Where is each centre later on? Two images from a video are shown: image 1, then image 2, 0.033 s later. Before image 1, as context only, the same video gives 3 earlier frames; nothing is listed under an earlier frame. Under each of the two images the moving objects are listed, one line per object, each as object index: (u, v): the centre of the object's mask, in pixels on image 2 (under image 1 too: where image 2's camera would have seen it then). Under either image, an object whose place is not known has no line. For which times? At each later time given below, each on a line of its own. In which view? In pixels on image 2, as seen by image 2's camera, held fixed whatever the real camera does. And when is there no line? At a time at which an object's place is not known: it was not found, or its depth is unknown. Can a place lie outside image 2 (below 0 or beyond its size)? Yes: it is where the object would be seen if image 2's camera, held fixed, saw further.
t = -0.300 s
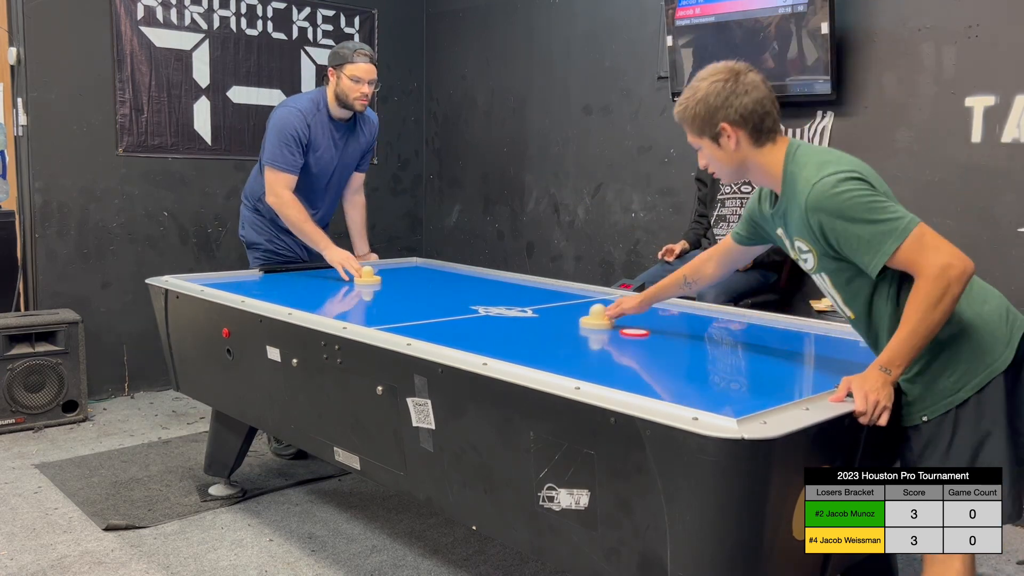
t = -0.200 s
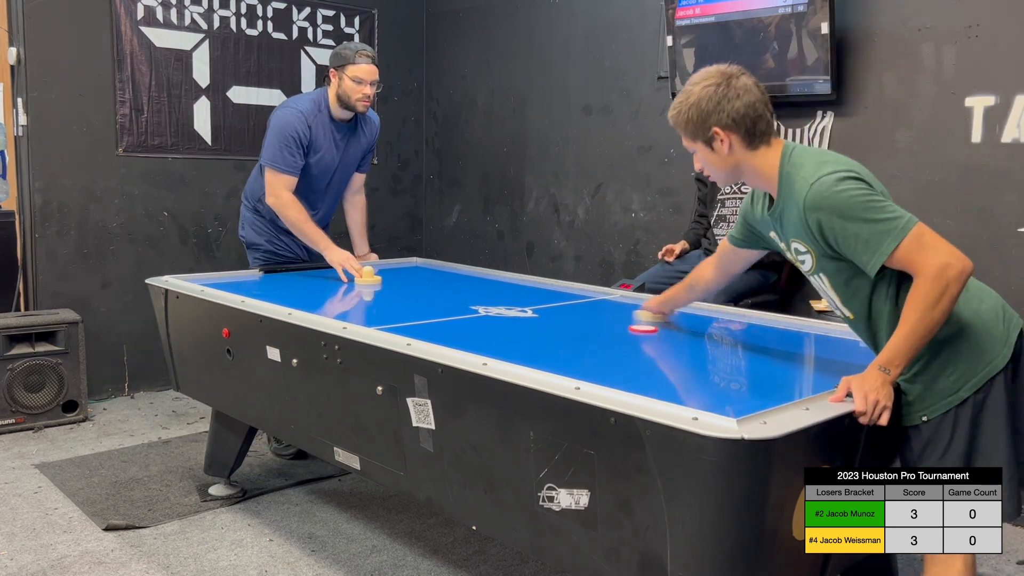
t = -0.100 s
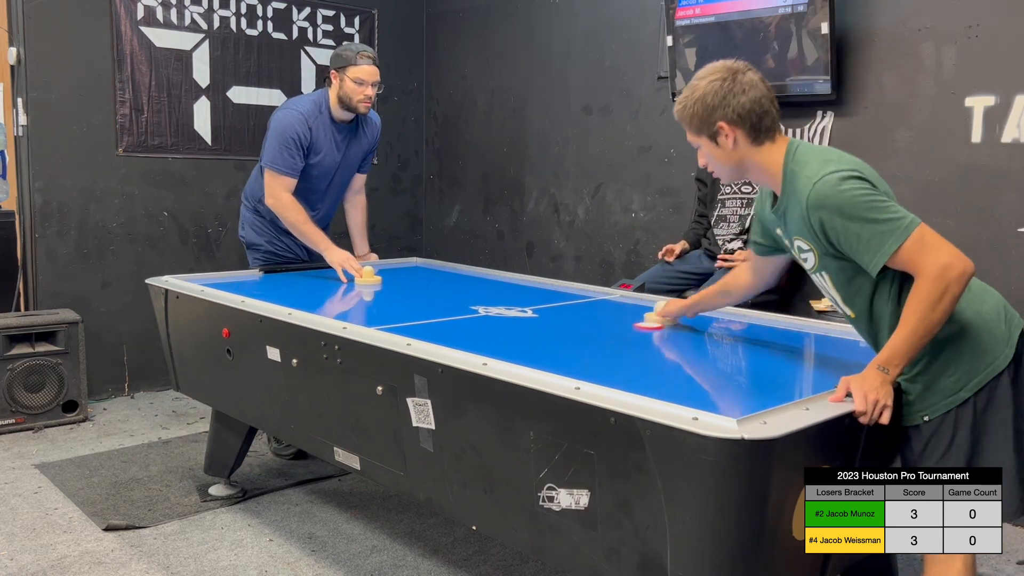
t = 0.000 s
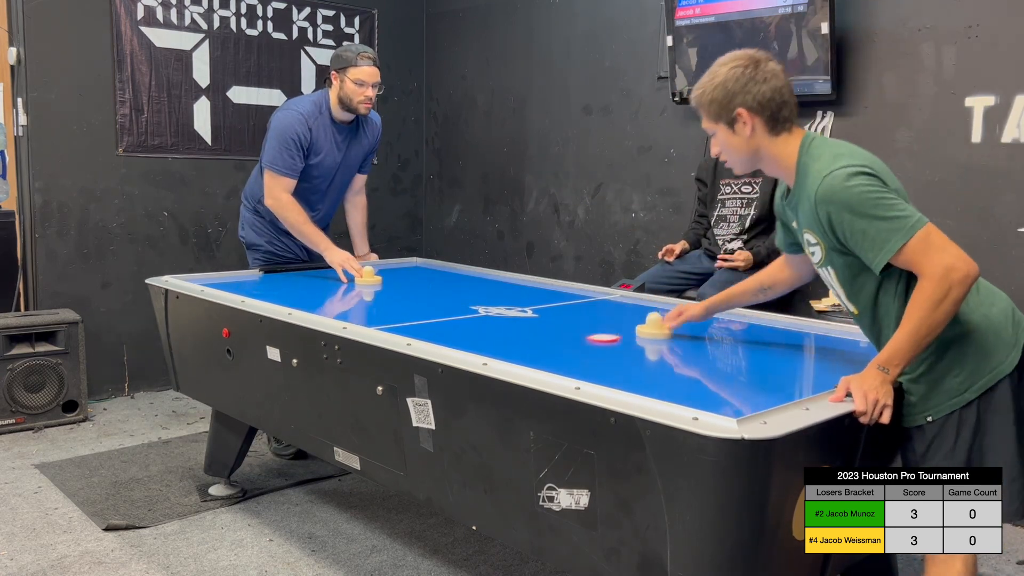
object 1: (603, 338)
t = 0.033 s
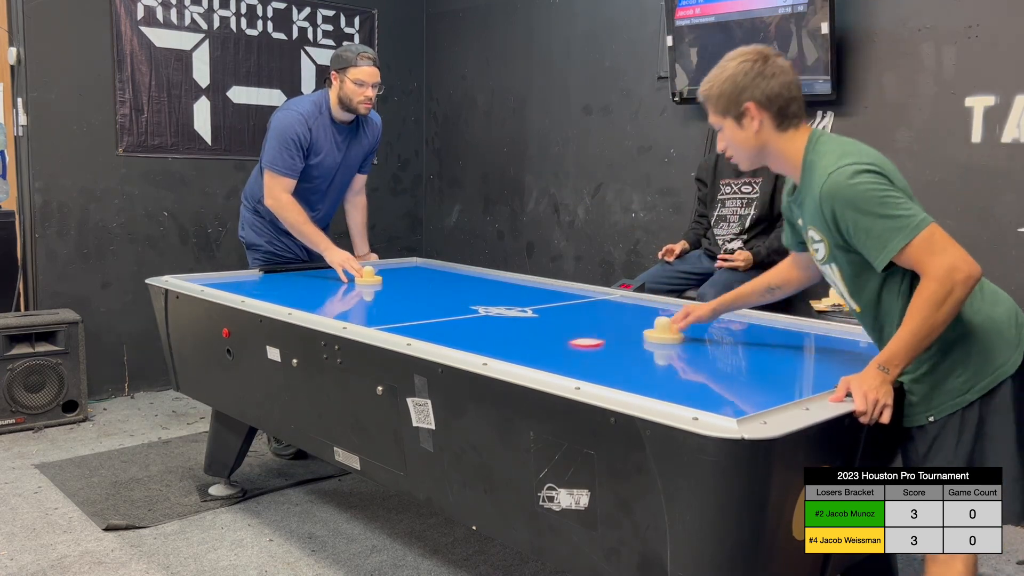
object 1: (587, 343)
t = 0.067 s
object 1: (569, 348)
